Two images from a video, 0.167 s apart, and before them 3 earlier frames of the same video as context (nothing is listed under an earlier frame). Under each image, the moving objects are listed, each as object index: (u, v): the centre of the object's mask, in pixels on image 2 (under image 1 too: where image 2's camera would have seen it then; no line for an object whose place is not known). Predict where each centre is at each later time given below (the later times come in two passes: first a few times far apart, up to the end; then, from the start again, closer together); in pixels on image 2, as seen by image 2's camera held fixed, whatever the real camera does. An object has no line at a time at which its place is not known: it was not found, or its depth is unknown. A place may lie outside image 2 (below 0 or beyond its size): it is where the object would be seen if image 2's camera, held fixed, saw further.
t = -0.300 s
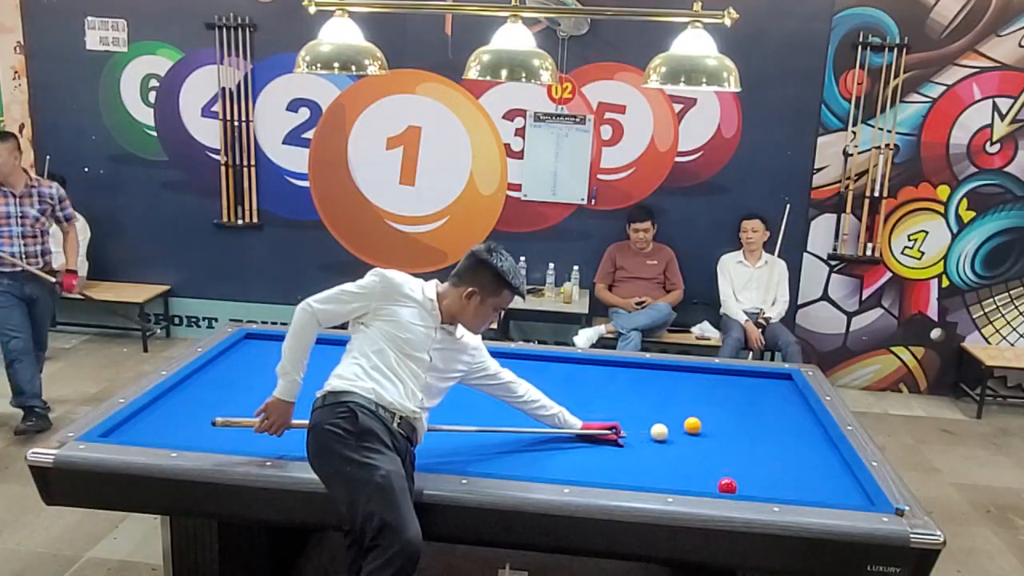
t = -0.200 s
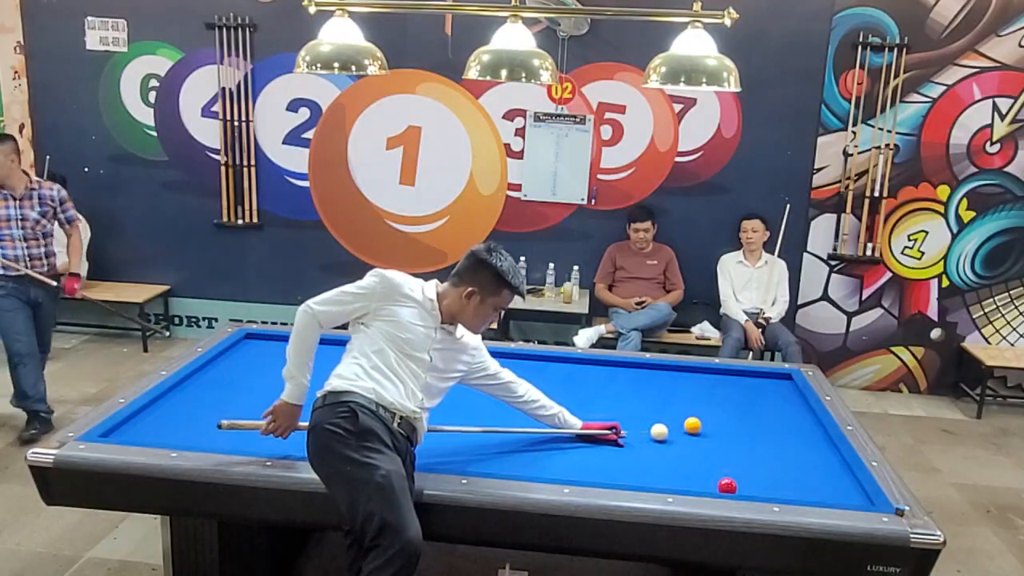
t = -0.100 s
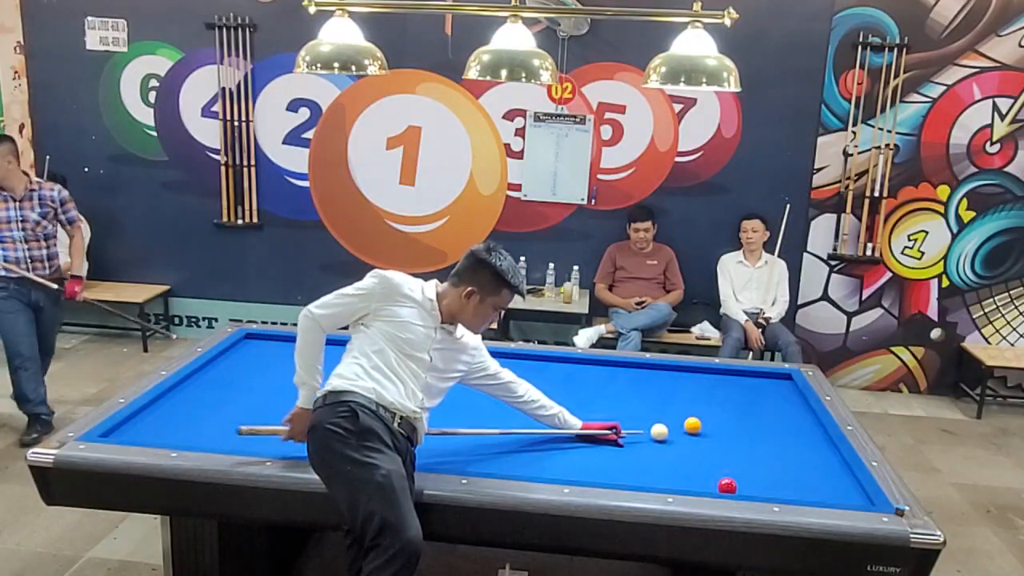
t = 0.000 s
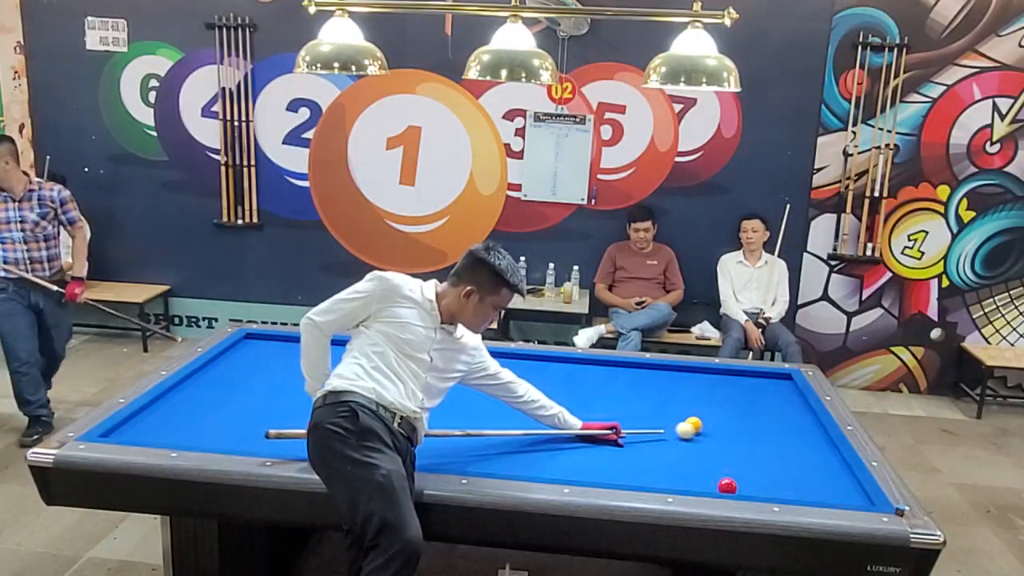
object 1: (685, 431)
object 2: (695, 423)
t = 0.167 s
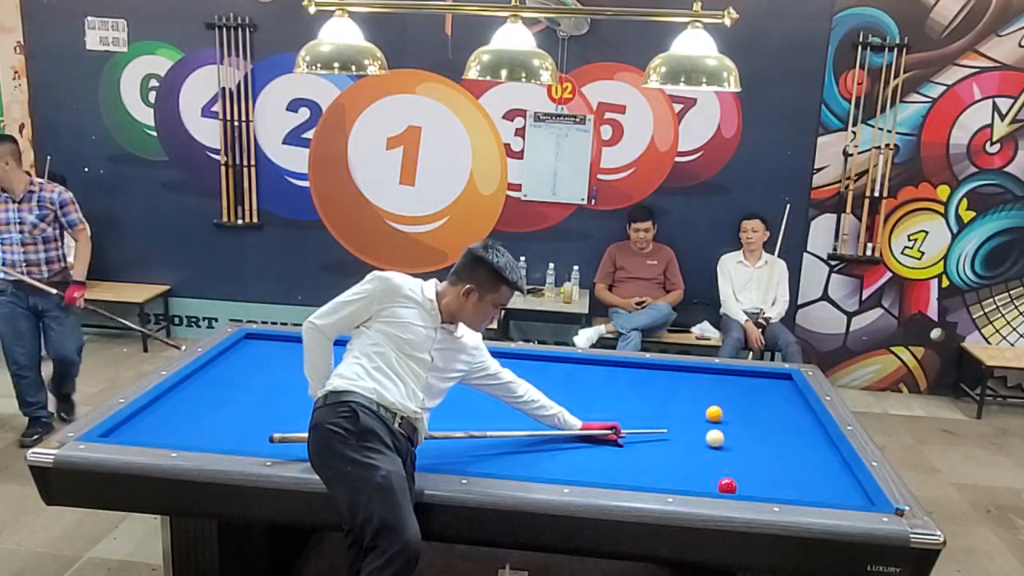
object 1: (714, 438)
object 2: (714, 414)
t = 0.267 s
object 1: (730, 443)
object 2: (724, 408)
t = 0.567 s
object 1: (778, 455)
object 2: (751, 394)
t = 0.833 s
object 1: (822, 467)
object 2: (772, 382)
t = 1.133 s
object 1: (832, 475)
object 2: (781, 379)
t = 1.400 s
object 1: (815, 479)
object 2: (773, 384)
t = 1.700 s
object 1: (796, 482)
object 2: (765, 391)
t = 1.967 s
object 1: (780, 486)
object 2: (758, 396)
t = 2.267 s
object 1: (763, 488)
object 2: (750, 401)
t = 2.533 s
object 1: (748, 489)
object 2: (743, 406)
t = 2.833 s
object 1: (741, 488)
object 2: (734, 412)
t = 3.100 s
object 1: (736, 486)
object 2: (728, 417)
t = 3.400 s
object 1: (732, 484)
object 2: (720, 422)
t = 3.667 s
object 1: (729, 483)
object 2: (714, 427)
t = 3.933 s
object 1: (726, 482)
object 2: (708, 431)
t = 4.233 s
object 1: (724, 482)
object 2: (701, 436)
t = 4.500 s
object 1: (724, 482)
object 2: (696, 440)
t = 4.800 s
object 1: (724, 482)
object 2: (690, 444)
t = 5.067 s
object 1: (724, 482)
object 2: (685, 448)
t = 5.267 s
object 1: (724, 482)
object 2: (682, 450)
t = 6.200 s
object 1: (724, 481)
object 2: (668, 459)
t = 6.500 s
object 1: (724, 482)
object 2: (665, 460)
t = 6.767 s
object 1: (724, 482)
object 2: (663, 462)
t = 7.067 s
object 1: (724, 482)
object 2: (661, 463)
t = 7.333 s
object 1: (724, 482)
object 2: (660, 463)
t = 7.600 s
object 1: (724, 482)
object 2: (659, 464)
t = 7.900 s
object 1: (724, 482)
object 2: (659, 464)
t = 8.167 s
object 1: (724, 482)
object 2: (659, 464)
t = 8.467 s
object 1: (724, 482)
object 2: (660, 464)
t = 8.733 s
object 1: (724, 482)
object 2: (659, 464)
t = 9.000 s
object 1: (724, 482)
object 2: (660, 464)
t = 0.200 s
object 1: (720, 440)
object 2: (718, 412)
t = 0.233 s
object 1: (725, 441)
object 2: (721, 410)
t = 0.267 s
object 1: (730, 443)
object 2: (724, 408)
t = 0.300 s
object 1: (735, 444)
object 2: (727, 407)
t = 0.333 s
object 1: (741, 445)
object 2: (730, 405)
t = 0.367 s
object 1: (746, 447)
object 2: (733, 403)
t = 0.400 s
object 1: (751, 448)
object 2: (736, 402)
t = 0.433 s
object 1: (757, 449)
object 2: (739, 400)
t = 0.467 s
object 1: (762, 451)
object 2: (742, 398)
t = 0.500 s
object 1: (767, 452)
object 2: (745, 397)
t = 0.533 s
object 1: (773, 454)
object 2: (748, 396)
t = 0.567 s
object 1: (778, 455)
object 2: (751, 394)
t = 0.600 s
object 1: (783, 457)
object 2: (753, 392)
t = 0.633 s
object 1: (789, 458)
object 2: (756, 391)
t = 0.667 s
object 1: (794, 459)
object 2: (759, 389)
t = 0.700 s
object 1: (800, 461)
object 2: (761, 388)
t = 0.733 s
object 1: (805, 462)
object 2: (764, 387)
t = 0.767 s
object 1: (811, 464)
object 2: (767, 385)
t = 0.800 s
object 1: (816, 465)
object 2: (769, 384)
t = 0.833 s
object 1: (822, 467)
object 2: (772, 382)
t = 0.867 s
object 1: (827, 468)
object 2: (774, 381)
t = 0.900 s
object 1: (833, 470)
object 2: (777, 380)
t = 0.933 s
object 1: (838, 471)
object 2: (779, 378)
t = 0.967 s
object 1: (844, 473)
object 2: (782, 377)
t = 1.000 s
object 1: (842, 473)
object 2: (784, 376)
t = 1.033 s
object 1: (839, 474)
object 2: (785, 376)
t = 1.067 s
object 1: (836, 474)
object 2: (783, 377)
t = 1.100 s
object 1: (834, 475)
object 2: (782, 378)
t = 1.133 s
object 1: (832, 475)
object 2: (781, 379)
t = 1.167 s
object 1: (829, 476)
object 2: (780, 380)
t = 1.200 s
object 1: (827, 476)
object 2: (779, 380)
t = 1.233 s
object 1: (825, 476)
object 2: (778, 381)
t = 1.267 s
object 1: (823, 477)
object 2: (777, 382)
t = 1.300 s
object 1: (821, 477)
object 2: (776, 383)
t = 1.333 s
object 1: (819, 478)
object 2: (776, 383)
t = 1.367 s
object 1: (817, 478)
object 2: (774, 384)
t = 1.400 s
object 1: (815, 479)
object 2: (773, 384)
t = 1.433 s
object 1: (812, 479)
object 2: (773, 385)
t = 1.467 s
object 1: (810, 480)
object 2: (771, 386)
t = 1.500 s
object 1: (809, 480)
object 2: (771, 386)
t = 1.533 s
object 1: (806, 480)
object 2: (770, 387)
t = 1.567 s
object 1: (804, 481)
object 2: (769, 388)
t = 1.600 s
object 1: (802, 481)
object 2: (768, 388)
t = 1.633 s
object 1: (800, 481)
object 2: (767, 389)
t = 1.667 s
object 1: (798, 482)
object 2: (766, 390)
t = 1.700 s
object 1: (796, 482)
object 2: (765, 391)
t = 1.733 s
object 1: (794, 482)
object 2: (764, 391)
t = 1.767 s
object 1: (792, 483)
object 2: (763, 392)
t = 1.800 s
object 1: (790, 484)
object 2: (763, 392)
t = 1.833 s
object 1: (788, 484)
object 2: (762, 393)
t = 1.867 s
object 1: (786, 484)
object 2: (761, 394)
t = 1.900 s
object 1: (784, 485)
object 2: (759, 394)
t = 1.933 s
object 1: (782, 485)
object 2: (759, 395)
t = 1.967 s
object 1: (780, 486)
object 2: (758, 396)
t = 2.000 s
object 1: (778, 486)
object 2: (757, 396)
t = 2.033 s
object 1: (776, 486)
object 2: (756, 397)
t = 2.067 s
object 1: (774, 487)
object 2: (755, 398)
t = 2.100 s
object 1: (772, 487)
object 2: (754, 398)
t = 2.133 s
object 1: (770, 487)
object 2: (753, 399)
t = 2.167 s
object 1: (768, 487)
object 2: (752, 399)
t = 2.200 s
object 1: (766, 487)
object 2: (751, 400)
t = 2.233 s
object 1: (765, 488)
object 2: (750, 401)
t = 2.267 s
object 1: (763, 488)
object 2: (750, 401)
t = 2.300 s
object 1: (761, 488)
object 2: (749, 402)
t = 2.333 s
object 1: (759, 488)
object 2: (748, 403)
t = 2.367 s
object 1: (757, 489)
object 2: (747, 403)
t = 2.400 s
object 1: (755, 489)
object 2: (746, 404)
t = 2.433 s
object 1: (753, 489)
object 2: (745, 405)
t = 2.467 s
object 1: (752, 489)
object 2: (744, 405)
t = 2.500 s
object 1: (750, 489)
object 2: (743, 406)
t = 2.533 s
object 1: (748, 489)
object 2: (743, 406)
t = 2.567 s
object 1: (747, 490)
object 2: (742, 407)
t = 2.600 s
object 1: (746, 490)
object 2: (741, 408)
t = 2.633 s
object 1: (745, 489)
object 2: (740, 408)
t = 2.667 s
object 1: (744, 489)
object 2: (739, 409)
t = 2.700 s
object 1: (743, 489)
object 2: (738, 410)
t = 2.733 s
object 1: (743, 488)
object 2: (737, 410)
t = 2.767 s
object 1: (742, 488)
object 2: (736, 411)
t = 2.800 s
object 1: (741, 488)
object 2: (735, 411)
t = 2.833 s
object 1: (741, 488)
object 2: (734, 412)
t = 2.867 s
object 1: (740, 488)
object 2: (734, 413)
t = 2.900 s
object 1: (739, 487)
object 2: (733, 413)
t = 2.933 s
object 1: (739, 487)
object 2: (732, 414)
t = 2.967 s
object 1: (738, 487)
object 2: (731, 414)
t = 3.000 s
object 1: (738, 487)
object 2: (730, 415)
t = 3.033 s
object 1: (737, 487)
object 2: (729, 416)
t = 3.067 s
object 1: (736, 486)
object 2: (729, 416)
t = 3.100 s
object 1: (736, 486)
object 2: (728, 417)
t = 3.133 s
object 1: (736, 486)
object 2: (727, 417)
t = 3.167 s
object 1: (735, 485)
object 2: (726, 418)
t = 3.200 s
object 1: (735, 485)
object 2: (725, 419)
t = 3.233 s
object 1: (734, 485)
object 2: (724, 419)
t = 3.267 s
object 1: (733, 485)
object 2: (724, 420)
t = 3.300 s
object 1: (733, 485)
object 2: (723, 420)
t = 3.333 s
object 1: (732, 485)
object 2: (722, 421)
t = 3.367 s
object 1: (732, 484)
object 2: (721, 422)
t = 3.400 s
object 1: (732, 484)
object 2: (720, 422)
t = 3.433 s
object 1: (731, 484)
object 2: (720, 422)
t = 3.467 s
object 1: (731, 484)
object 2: (718, 423)
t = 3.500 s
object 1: (730, 484)
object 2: (718, 424)
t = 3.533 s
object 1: (730, 484)
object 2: (717, 425)
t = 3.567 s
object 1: (730, 483)
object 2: (716, 425)
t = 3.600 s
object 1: (729, 483)
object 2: (715, 426)
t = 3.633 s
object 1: (729, 483)
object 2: (714, 426)
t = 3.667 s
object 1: (729, 483)
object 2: (714, 427)
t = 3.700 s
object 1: (728, 483)
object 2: (713, 427)
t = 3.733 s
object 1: (728, 483)
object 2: (713, 428)
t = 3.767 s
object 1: (728, 483)
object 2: (712, 428)
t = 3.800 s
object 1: (727, 483)
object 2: (711, 429)
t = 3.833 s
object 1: (727, 483)
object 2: (710, 429)
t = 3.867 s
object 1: (727, 482)
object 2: (709, 430)
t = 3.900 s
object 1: (726, 482)
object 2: (708, 431)
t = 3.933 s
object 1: (726, 482)
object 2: (708, 431)
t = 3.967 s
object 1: (726, 482)
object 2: (707, 432)
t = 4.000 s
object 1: (725, 482)
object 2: (706, 432)
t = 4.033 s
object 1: (725, 482)
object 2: (706, 433)
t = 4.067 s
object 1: (725, 482)
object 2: (705, 433)
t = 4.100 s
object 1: (725, 482)
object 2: (704, 434)
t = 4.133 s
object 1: (725, 482)
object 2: (703, 434)
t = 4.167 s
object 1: (725, 482)
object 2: (702, 435)
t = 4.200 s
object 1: (724, 482)
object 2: (702, 435)
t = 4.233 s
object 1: (724, 482)
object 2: (701, 436)
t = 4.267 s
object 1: (724, 482)
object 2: (700, 436)
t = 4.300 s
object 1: (724, 482)
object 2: (700, 437)
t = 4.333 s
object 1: (724, 482)
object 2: (699, 437)
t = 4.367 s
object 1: (724, 481)
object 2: (698, 438)
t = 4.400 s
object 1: (724, 482)
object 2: (698, 438)
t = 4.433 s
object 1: (724, 482)
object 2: (697, 439)
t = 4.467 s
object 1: (724, 482)
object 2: (696, 439)
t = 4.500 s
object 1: (724, 482)
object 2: (696, 440)
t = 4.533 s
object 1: (724, 482)
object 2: (695, 440)
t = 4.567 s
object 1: (724, 482)
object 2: (694, 441)
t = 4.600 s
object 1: (724, 482)
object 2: (694, 441)
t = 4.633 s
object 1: (724, 481)
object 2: (693, 442)
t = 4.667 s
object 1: (724, 482)
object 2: (692, 442)
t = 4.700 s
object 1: (724, 482)
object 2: (692, 442)
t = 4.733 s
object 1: (724, 482)
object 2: (691, 443)
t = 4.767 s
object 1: (724, 482)
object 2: (691, 444)
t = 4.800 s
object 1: (724, 482)
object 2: (690, 444)
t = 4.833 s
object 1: (724, 482)
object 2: (689, 444)
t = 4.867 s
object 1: (724, 482)
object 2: (689, 445)
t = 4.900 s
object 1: (724, 482)
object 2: (688, 445)
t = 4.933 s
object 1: (724, 482)
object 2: (687, 446)
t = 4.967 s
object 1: (724, 482)
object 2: (687, 446)
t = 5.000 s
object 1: (724, 482)
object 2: (686, 446)
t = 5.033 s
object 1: (724, 482)
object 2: (686, 447)
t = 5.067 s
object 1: (724, 482)
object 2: (685, 448)
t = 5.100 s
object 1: (724, 482)
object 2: (685, 448)
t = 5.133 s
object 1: (724, 481)
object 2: (684, 448)
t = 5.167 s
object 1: (724, 482)
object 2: (683, 449)
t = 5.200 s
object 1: (724, 482)
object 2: (683, 449)
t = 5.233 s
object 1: (724, 482)
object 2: (683, 450)
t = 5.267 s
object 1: (724, 482)
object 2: (682, 450)
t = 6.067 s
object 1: (724, 481)
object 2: (670, 457)
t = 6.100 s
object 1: (724, 481)
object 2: (669, 458)
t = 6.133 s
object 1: (724, 481)
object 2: (669, 458)
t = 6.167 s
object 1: (724, 481)
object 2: (669, 458)
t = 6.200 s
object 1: (724, 481)
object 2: (668, 459)
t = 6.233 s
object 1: (724, 481)
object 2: (668, 459)
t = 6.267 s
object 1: (724, 481)
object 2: (668, 459)
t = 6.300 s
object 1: (724, 481)
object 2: (667, 459)
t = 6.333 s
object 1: (724, 481)
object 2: (667, 459)
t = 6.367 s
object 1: (724, 481)
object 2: (667, 460)
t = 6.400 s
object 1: (724, 481)
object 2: (666, 460)
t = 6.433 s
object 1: (724, 481)
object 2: (666, 460)
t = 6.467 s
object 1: (724, 482)
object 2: (665, 460)
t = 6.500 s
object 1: (724, 482)
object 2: (665, 460)
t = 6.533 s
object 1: (724, 481)
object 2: (665, 460)
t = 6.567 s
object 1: (724, 481)
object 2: (664, 461)
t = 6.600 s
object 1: (724, 482)
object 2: (664, 461)
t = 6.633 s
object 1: (724, 481)
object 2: (664, 461)
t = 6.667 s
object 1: (724, 482)
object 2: (663, 461)
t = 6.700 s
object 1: (724, 482)
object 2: (663, 461)
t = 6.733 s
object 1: (724, 482)
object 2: (663, 462)
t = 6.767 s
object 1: (724, 482)
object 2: (663, 462)
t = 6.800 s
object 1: (724, 482)
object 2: (662, 462)
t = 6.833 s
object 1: (724, 482)
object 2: (662, 462)
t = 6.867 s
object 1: (724, 482)
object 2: (662, 462)
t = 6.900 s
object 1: (724, 482)
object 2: (662, 462)
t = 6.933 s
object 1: (724, 482)
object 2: (661, 462)
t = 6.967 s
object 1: (724, 482)
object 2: (661, 463)
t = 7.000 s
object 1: (724, 482)
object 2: (661, 463)
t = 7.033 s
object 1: (724, 482)
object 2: (661, 463)
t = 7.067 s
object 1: (724, 482)
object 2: (661, 463)
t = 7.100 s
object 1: (724, 482)
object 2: (660, 463)
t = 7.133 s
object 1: (724, 482)
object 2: (660, 463)
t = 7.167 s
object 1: (724, 482)
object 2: (660, 463)
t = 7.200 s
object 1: (724, 482)
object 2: (660, 463)
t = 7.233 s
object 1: (724, 482)
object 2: (660, 463)
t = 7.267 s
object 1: (724, 482)
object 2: (660, 463)
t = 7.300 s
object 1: (724, 482)
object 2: (660, 463)
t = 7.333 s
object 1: (724, 482)
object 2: (660, 463)
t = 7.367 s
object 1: (724, 482)
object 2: (659, 464)
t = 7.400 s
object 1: (724, 482)
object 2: (659, 464)
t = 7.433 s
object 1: (724, 482)
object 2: (659, 464)
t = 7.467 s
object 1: (724, 482)
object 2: (659, 464)
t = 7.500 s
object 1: (724, 482)
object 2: (659, 464)
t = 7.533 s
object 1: (723, 482)
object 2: (659, 464)
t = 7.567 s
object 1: (724, 482)
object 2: (659, 464)
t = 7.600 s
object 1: (724, 482)
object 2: (659, 464)
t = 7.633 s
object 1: (723, 482)
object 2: (659, 464)
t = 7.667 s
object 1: (723, 482)
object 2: (659, 464)
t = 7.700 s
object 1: (724, 482)
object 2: (659, 464)
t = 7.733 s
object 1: (724, 482)
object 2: (659, 464)
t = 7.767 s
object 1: (724, 482)
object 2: (659, 464)
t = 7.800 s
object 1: (724, 482)
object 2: (659, 464)
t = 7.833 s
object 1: (724, 482)
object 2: (659, 464)
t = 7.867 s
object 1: (724, 482)
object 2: (659, 464)
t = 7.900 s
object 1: (724, 482)
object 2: (659, 464)
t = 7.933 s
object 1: (724, 482)
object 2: (659, 464)
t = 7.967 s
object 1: (724, 482)
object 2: (659, 464)
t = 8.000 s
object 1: (724, 482)
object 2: (659, 464)
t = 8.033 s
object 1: (724, 482)
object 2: (659, 464)
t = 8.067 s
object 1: (724, 482)
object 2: (659, 464)
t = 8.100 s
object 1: (723, 482)
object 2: (659, 464)
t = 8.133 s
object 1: (724, 482)
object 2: (659, 464)
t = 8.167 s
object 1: (724, 482)
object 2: (659, 464)
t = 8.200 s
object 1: (724, 481)
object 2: (660, 464)
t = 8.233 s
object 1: (724, 482)
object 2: (660, 464)
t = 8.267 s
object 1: (724, 482)
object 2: (660, 464)
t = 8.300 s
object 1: (724, 482)
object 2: (660, 464)
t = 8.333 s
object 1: (724, 482)
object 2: (660, 464)
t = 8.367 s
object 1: (724, 482)
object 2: (660, 464)
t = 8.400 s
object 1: (724, 482)
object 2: (660, 464)
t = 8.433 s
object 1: (724, 482)
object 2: (660, 464)
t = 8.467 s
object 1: (724, 482)
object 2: (660, 464)
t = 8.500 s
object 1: (724, 482)
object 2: (660, 464)
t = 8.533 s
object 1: (724, 482)
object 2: (660, 464)
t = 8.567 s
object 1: (724, 482)
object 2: (660, 464)
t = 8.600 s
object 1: (724, 482)
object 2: (660, 464)
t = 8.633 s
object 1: (724, 482)
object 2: (660, 464)
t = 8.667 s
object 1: (724, 482)
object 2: (660, 464)
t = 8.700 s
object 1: (724, 482)
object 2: (660, 464)
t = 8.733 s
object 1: (724, 482)
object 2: (659, 464)
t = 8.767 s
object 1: (724, 482)
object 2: (659, 464)
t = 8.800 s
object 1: (724, 482)
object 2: (660, 464)
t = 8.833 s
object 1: (724, 482)
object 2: (660, 464)
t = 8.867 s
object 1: (724, 482)
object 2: (659, 464)
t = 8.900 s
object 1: (724, 482)
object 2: (660, 464)
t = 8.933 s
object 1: (724, 482)
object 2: (660, 464)
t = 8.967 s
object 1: (724, 482)
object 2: (659, 464)
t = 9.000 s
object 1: (724, 482)
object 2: (660, 464)
